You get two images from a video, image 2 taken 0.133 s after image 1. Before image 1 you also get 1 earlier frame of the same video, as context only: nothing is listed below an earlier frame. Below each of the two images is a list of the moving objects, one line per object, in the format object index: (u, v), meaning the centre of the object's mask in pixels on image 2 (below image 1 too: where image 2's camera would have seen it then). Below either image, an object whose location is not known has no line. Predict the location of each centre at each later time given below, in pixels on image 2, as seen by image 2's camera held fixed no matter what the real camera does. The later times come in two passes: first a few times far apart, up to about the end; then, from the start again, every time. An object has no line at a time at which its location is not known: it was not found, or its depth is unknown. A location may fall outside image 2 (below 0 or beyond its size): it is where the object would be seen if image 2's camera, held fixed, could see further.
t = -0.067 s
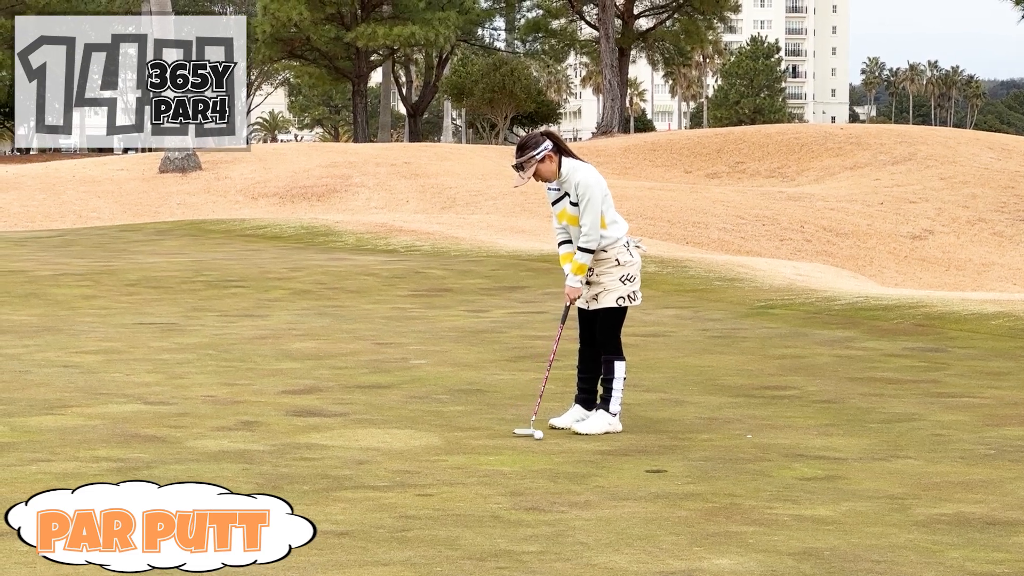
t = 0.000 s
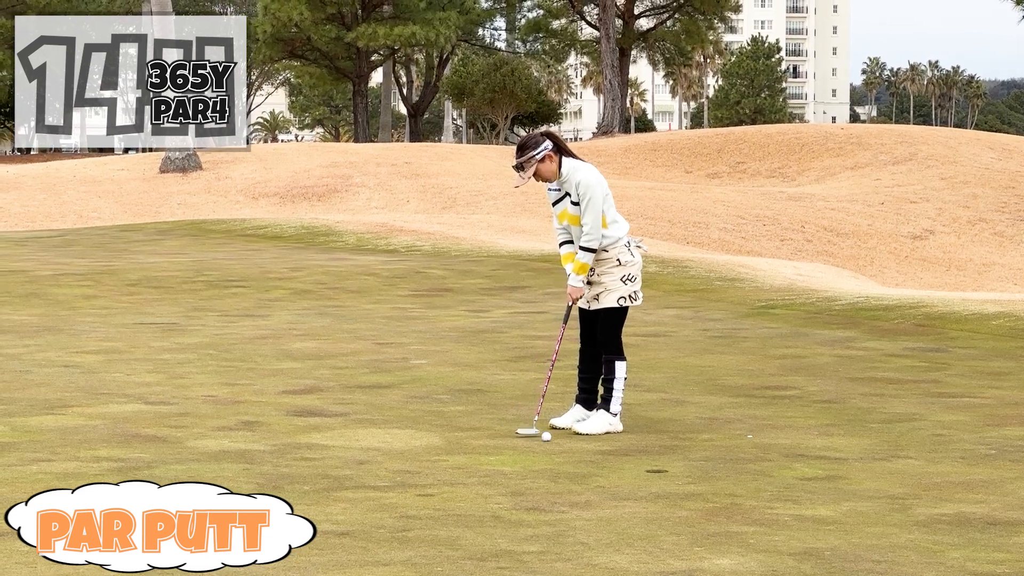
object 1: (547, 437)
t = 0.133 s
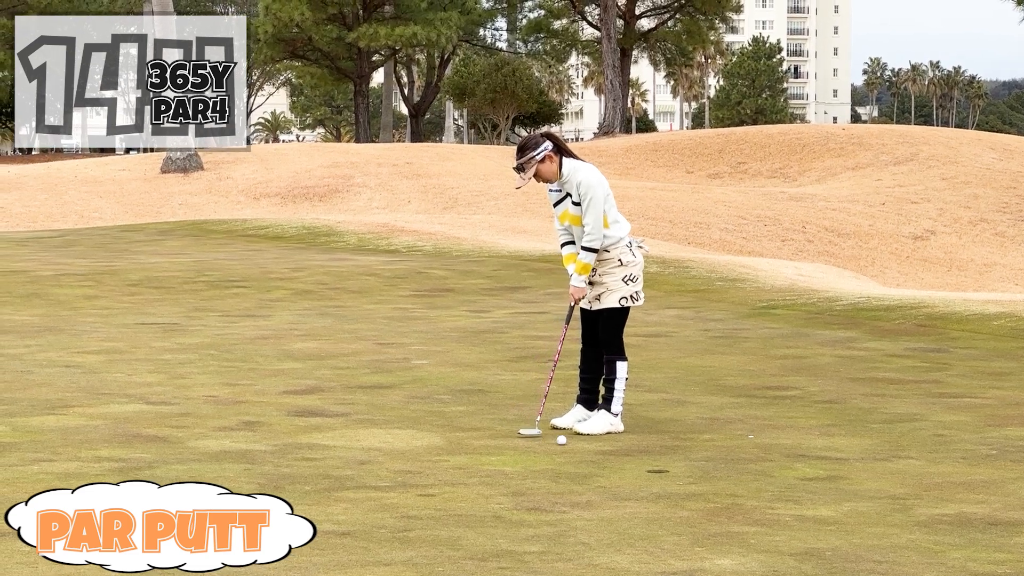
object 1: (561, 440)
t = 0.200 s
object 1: (568, 442)
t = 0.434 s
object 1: (591, 447)
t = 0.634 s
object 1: (610, 452)
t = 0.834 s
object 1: (628, 456)
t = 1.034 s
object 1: (645, 460)
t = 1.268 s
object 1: (663, 464)
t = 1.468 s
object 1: (676, 467)
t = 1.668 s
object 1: (686, 470)
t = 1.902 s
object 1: (697, 474)
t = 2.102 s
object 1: (704, 476)
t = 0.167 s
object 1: (565, 441)
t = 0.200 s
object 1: (568, 442)
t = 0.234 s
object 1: (571, 442)
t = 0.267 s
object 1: (575, 443)
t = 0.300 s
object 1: (578, 444)
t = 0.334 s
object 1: (582, 445)
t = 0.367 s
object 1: (585, 446)
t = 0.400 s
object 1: (588, 446)
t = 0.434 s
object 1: (591, 447)
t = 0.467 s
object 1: (594, 448)
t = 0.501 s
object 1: (598, 449)
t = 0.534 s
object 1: (601, 449)
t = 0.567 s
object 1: (604, 450)
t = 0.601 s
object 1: (607, 451)
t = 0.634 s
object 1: (610, 452)
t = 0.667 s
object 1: (613, 452)
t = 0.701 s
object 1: (616, 453)
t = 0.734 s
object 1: (619, 454)
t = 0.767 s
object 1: (622, 454)
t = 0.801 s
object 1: (625, 455)
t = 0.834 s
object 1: (628, 456)
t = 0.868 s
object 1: (631, 457)
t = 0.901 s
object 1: (634, 457)
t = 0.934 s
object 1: (637, 458)
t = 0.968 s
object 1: (640, 459)
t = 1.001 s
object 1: (642, 459)
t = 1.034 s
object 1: (645, 460)
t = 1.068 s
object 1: (648, 460)
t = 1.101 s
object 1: (650, 461)
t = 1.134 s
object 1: (653, 462)
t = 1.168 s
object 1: (655, 462)
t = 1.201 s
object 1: (658, 463)
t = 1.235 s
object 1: (660, 463)
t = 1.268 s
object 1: (663, 464)
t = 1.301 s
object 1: (665, 464)
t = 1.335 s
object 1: (667, 465)
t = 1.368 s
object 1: (670, 466)
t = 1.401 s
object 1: (672, 466)
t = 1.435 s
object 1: (674, 467)
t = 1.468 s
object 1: (676, 467)
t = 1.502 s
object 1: (678, 468)
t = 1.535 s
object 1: (680, 468)
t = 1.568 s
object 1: (681, 469)
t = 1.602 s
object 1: (683, 469)
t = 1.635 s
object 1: (685, 470)
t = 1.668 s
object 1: (686, 470)
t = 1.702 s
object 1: (688, 471)
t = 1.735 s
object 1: (689, 471)
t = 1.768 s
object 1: (691, 472)
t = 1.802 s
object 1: (693, 472)
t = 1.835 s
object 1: (694, 473)
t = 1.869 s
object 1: (695, 473)
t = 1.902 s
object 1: (697, 474)
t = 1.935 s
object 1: (698, 474)
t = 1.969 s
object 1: (699, 474)
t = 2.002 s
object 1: (701, 475)
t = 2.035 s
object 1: (702, 475)
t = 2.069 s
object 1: (703, 476)
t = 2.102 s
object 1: (704, 476)
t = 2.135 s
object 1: (705, 476)
